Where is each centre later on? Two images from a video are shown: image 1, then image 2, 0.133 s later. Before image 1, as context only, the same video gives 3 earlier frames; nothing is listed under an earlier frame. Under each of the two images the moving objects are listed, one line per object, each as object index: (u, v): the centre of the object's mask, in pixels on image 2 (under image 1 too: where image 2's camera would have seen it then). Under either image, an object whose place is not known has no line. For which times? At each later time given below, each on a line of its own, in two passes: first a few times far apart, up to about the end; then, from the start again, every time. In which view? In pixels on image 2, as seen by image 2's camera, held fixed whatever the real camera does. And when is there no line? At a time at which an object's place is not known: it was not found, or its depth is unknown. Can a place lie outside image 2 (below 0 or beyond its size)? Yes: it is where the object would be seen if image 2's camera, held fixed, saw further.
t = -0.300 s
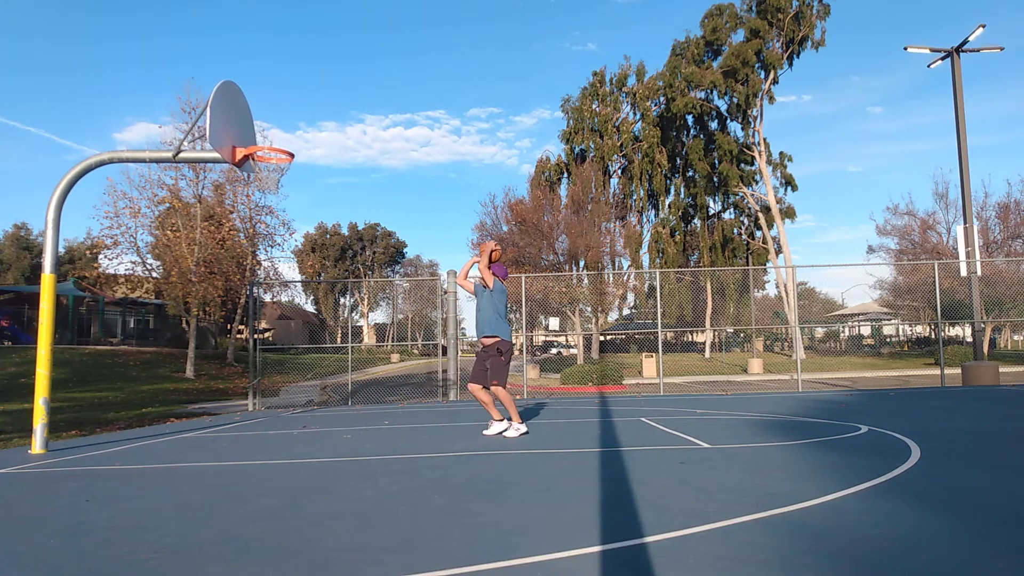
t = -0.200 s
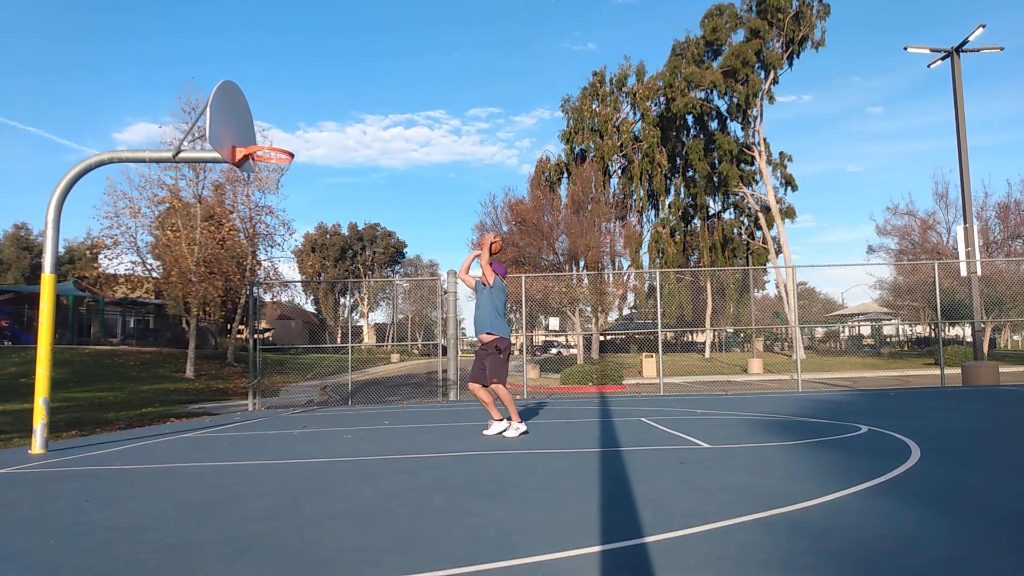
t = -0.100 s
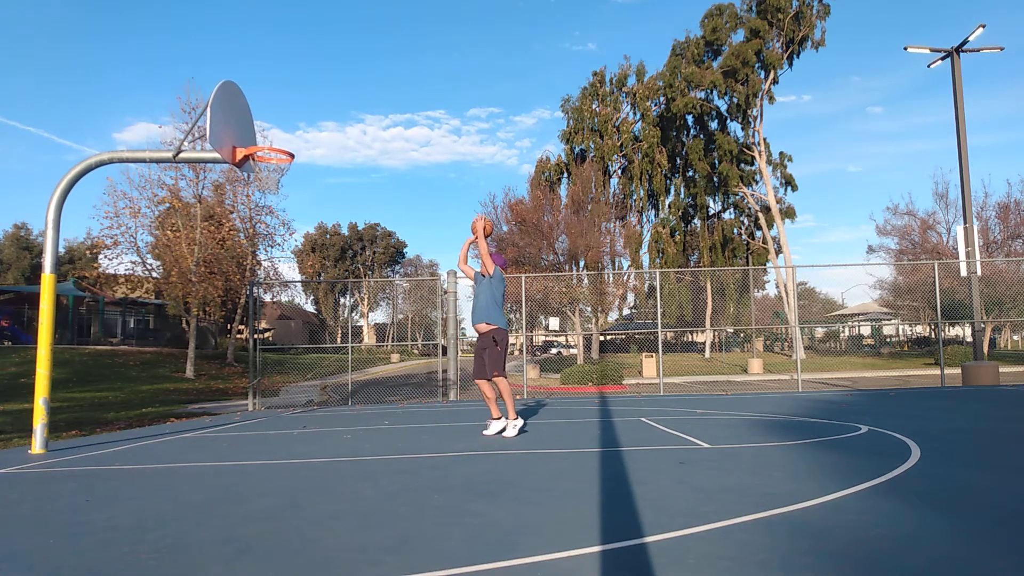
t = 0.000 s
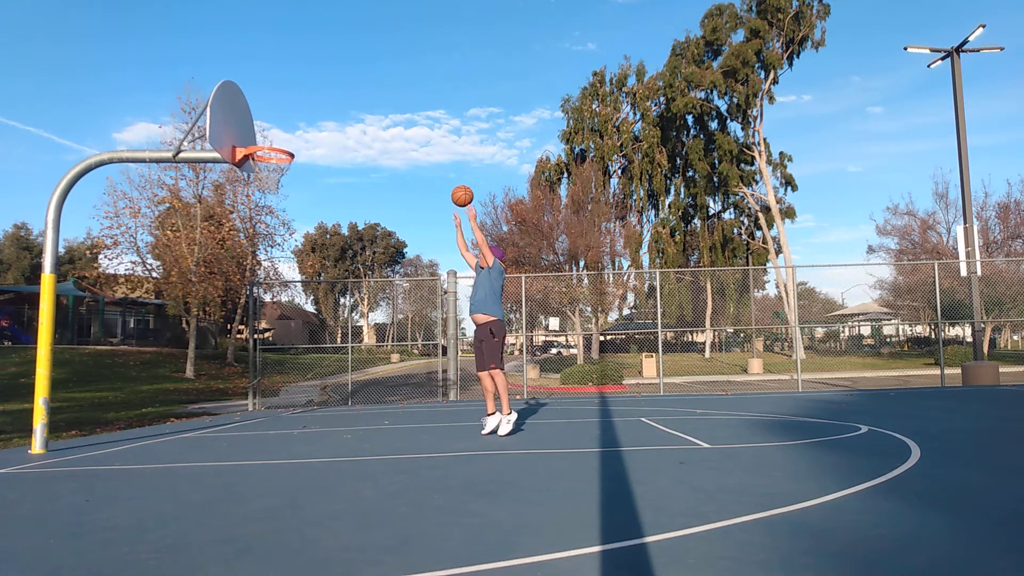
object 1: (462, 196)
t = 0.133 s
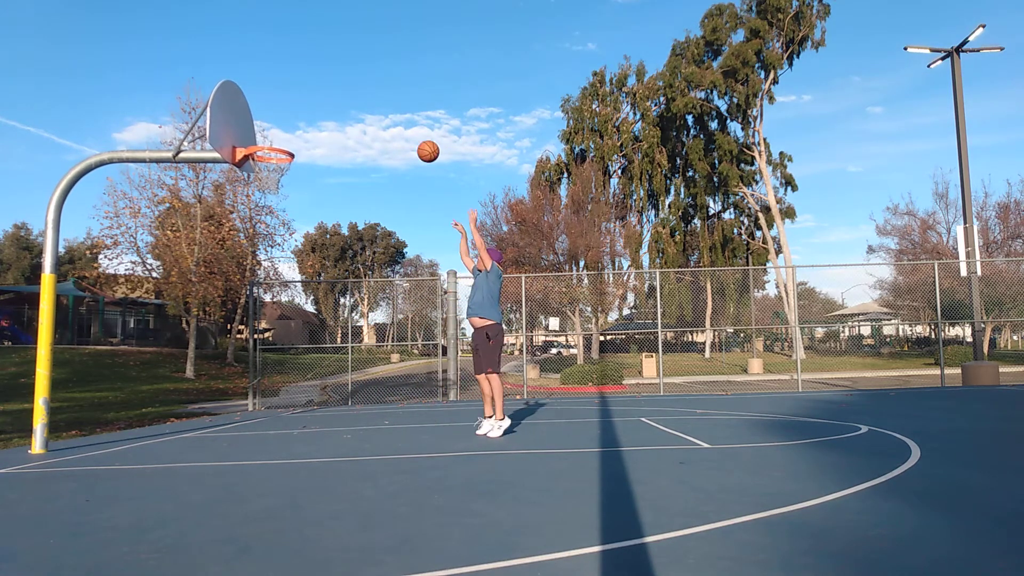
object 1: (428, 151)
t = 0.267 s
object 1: (394, 122)
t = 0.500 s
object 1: (337, 110)
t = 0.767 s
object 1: (270, 159)
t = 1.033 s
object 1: (250, 202)
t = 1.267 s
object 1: (244, 279)
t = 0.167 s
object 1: (420, 142)
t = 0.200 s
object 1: (411, 135)
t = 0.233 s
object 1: (403, 128)
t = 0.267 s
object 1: (394, 122)
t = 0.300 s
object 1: (386, 117)
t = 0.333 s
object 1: (378, 114)
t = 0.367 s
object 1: (370, 111)
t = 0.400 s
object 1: (361, 109)
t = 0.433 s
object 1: (353, 108)
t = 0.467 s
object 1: (345, 109)
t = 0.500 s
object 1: (337, 110)
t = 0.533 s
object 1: (328, 112)
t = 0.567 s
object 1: (320, 115)
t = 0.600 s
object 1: (312, 119)
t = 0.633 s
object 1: (303, 124)
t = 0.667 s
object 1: (295, 130)
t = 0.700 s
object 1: (287, 138)
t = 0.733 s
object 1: (279, 142)
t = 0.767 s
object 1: (270, 159)
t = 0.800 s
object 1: (262, 165)
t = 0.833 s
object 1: (254, 174)
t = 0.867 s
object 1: (254, 176)
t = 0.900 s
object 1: (253, 179)
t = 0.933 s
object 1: (252, 183)
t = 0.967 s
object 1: (252, 188)
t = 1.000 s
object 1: (251, 194)
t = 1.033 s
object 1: (250, 202)
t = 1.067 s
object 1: (249, 210)
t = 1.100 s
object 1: (249, 219)
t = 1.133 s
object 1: (248, 229)
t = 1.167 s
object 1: (247, 240)
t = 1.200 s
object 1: (246, 252)
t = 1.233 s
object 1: (245, 265)
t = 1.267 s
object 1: (244, 279)
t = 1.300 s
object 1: (242, 295)
